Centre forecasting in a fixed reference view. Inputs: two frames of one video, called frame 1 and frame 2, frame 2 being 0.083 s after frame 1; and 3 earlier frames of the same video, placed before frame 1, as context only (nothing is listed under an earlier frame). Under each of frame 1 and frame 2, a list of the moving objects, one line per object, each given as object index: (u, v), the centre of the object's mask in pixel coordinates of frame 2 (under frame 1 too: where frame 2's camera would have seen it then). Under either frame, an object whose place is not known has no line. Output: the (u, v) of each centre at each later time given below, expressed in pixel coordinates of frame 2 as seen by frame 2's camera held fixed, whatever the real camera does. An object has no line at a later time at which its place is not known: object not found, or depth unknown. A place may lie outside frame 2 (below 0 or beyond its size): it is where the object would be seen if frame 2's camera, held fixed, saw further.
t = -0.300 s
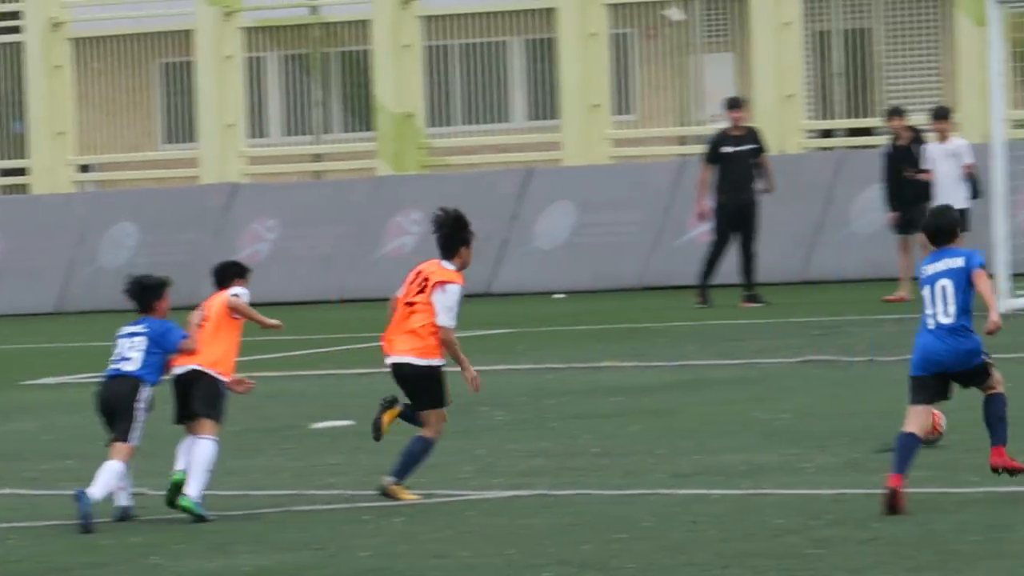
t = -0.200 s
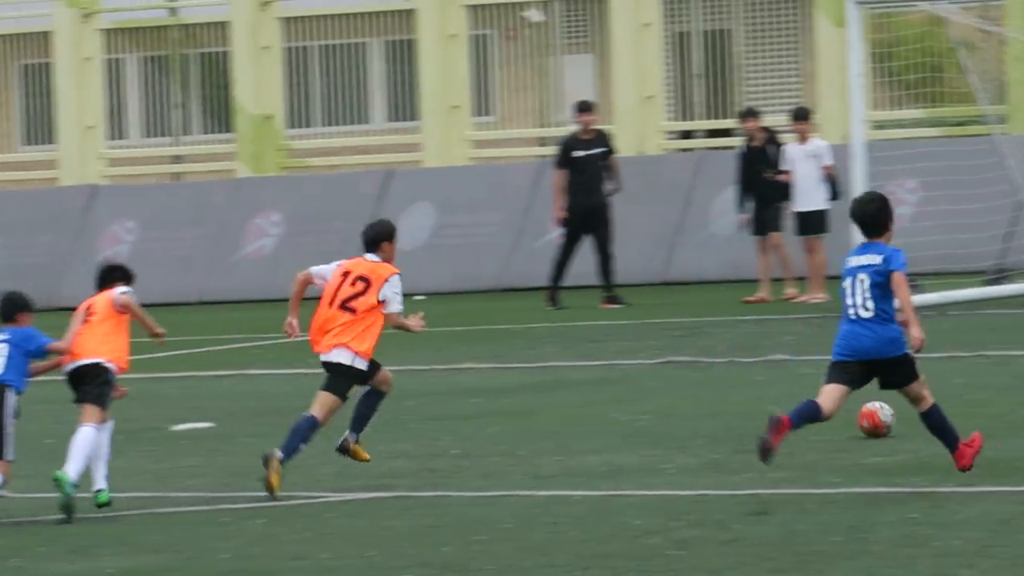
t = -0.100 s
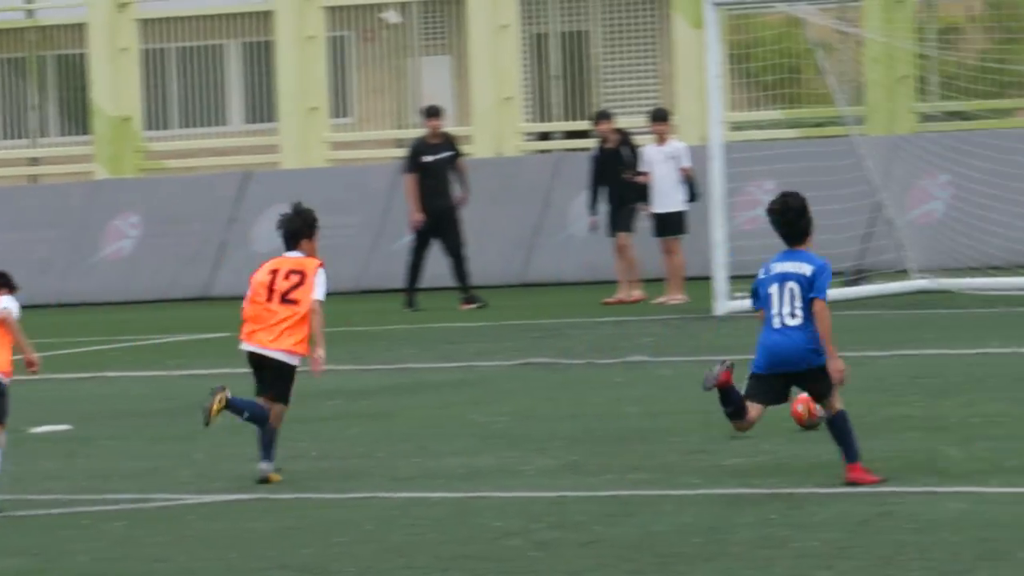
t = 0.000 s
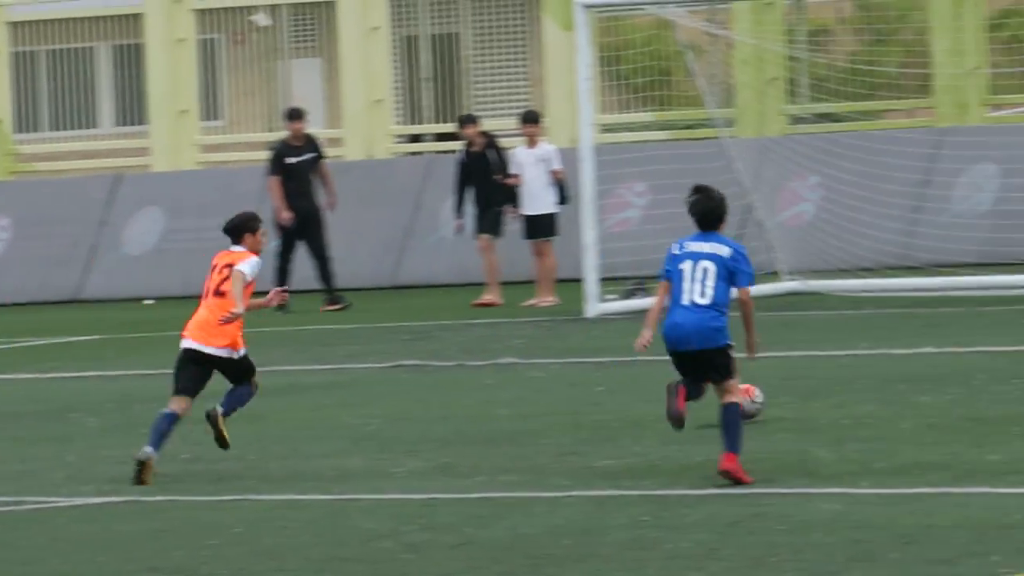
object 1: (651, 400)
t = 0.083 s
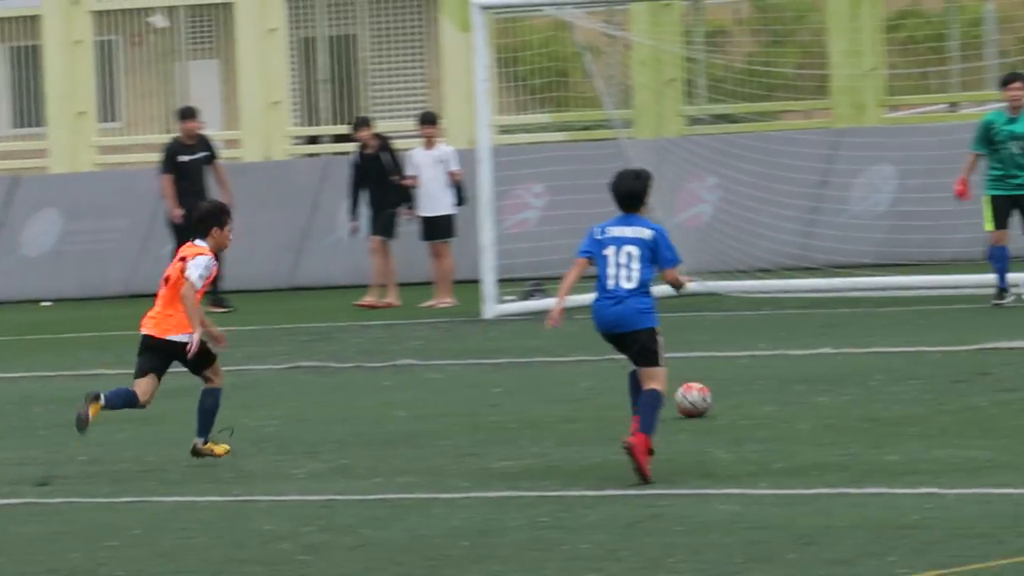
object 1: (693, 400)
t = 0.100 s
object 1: (701, 397)
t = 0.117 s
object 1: (710, 395)
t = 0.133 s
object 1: (719, 394)
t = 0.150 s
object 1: (728, 393)
